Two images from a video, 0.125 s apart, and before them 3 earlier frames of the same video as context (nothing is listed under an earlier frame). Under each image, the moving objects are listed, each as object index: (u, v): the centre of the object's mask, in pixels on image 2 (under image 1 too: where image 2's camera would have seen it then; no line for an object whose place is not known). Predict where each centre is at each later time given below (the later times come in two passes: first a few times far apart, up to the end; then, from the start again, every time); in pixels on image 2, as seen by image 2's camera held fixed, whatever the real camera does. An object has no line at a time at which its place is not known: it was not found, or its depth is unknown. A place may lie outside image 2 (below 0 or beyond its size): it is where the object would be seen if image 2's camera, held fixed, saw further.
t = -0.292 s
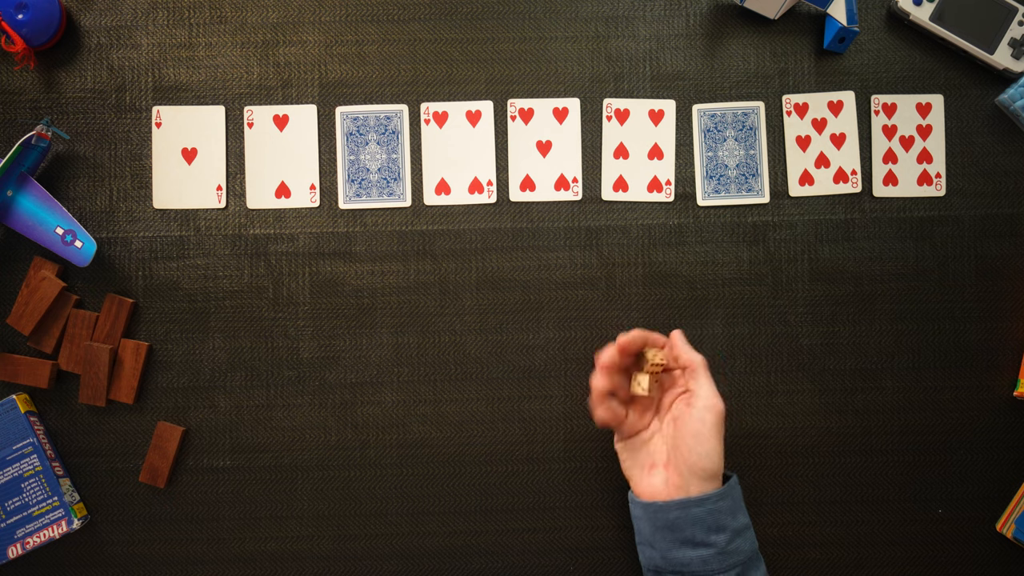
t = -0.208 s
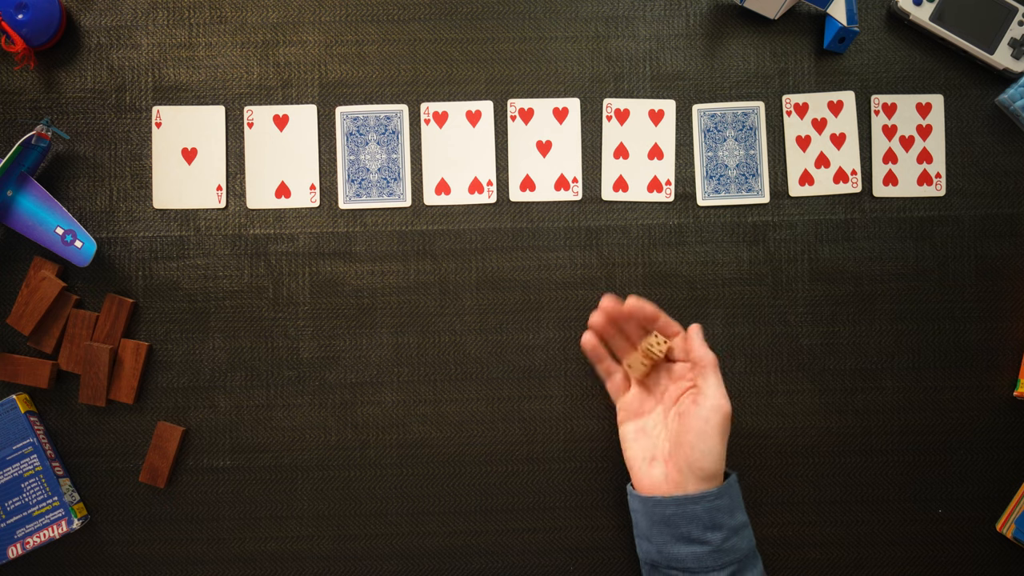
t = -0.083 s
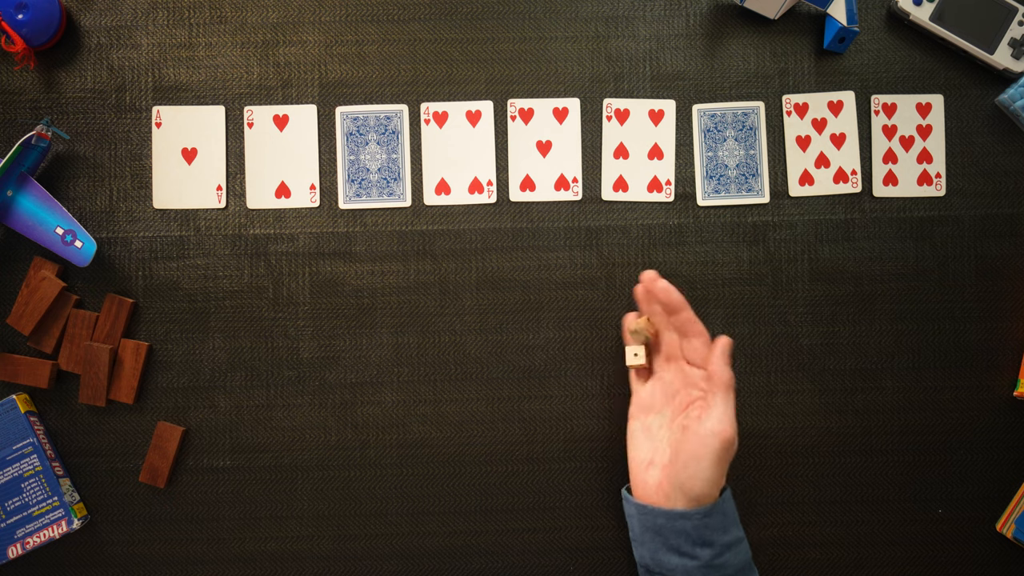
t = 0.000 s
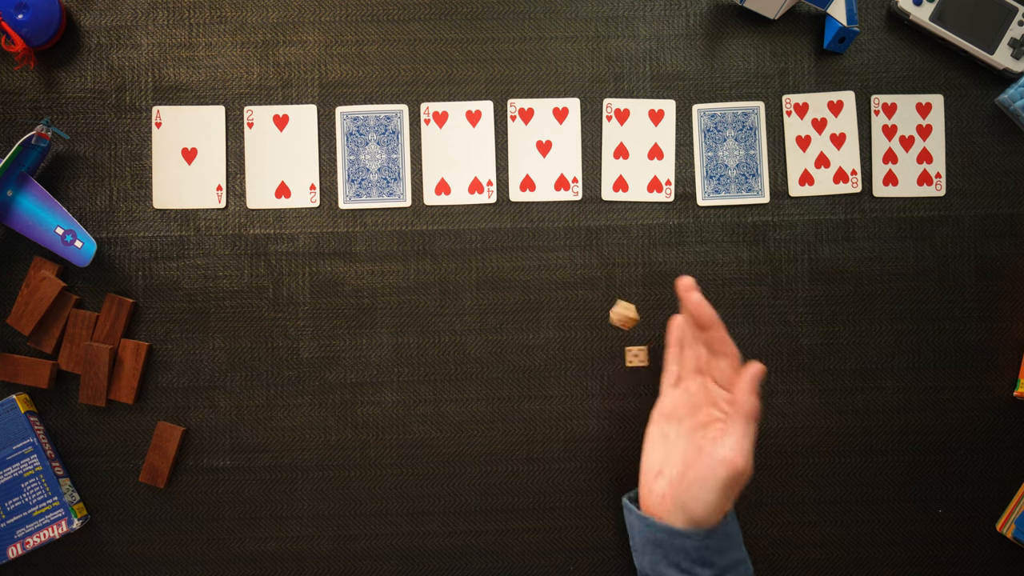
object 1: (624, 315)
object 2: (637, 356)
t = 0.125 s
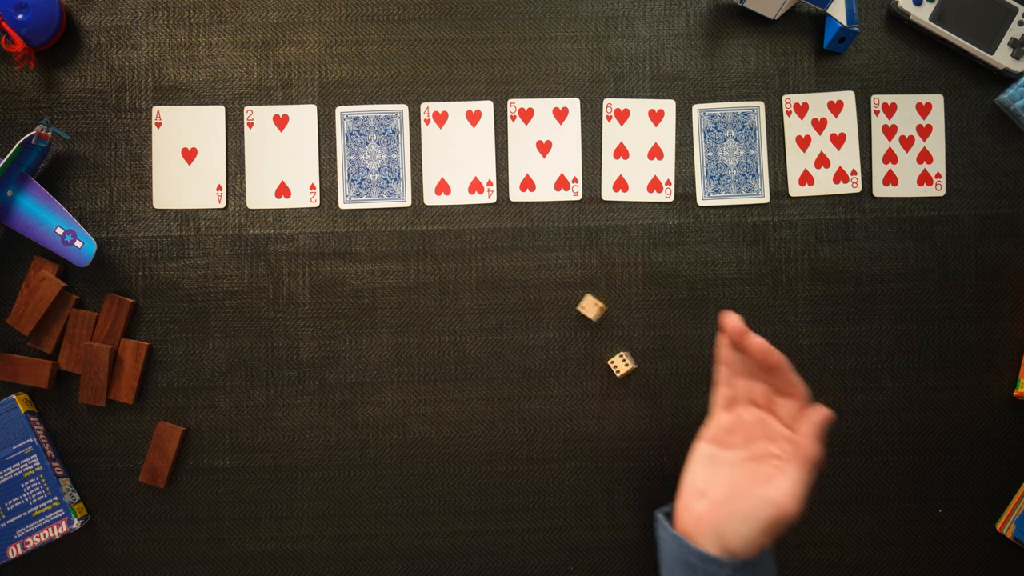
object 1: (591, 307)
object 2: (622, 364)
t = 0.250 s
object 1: (568, 306)
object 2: (615, 369)
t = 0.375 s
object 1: (566, 306)
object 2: (615, 369)
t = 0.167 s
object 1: (582, 305)
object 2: (618, 367)
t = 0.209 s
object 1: (574, 305)
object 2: (616, 368)
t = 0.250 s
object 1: (568, 306)
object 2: (615, 369)
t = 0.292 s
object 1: (565, 306)
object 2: (615, 369)
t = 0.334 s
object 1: (565, 306)
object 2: (615, 369)
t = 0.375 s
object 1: (566, 306)
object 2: (615, 369)
